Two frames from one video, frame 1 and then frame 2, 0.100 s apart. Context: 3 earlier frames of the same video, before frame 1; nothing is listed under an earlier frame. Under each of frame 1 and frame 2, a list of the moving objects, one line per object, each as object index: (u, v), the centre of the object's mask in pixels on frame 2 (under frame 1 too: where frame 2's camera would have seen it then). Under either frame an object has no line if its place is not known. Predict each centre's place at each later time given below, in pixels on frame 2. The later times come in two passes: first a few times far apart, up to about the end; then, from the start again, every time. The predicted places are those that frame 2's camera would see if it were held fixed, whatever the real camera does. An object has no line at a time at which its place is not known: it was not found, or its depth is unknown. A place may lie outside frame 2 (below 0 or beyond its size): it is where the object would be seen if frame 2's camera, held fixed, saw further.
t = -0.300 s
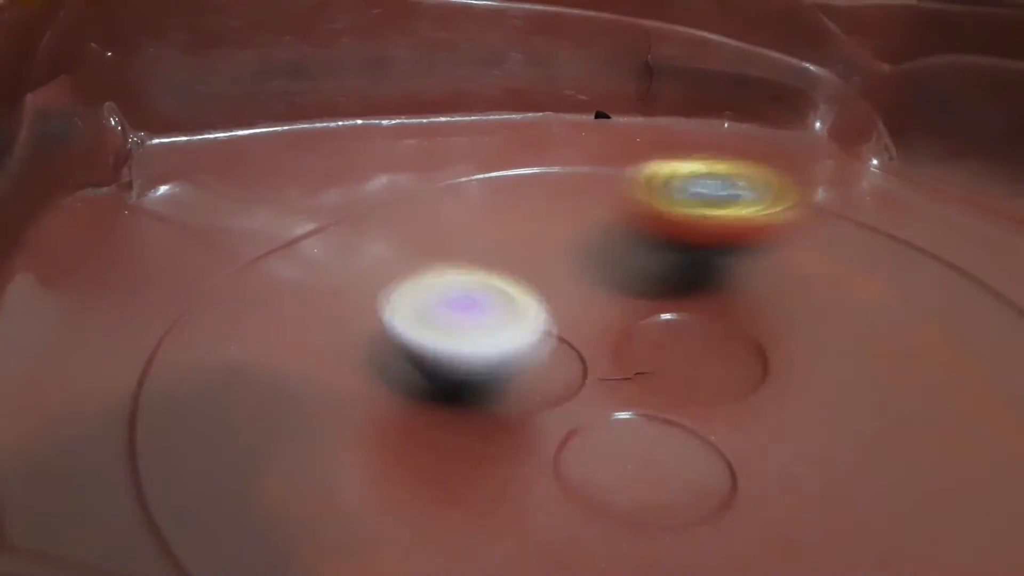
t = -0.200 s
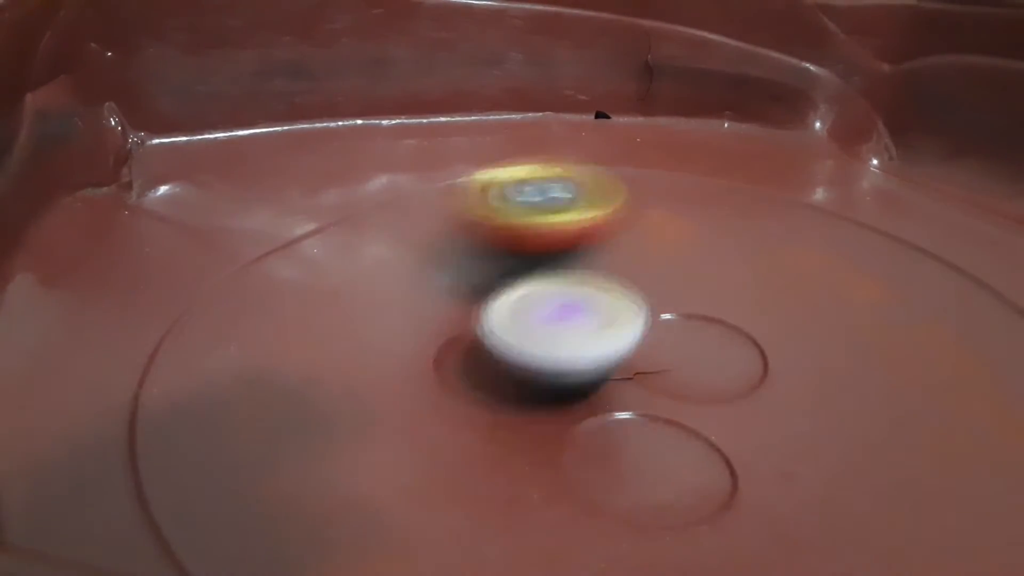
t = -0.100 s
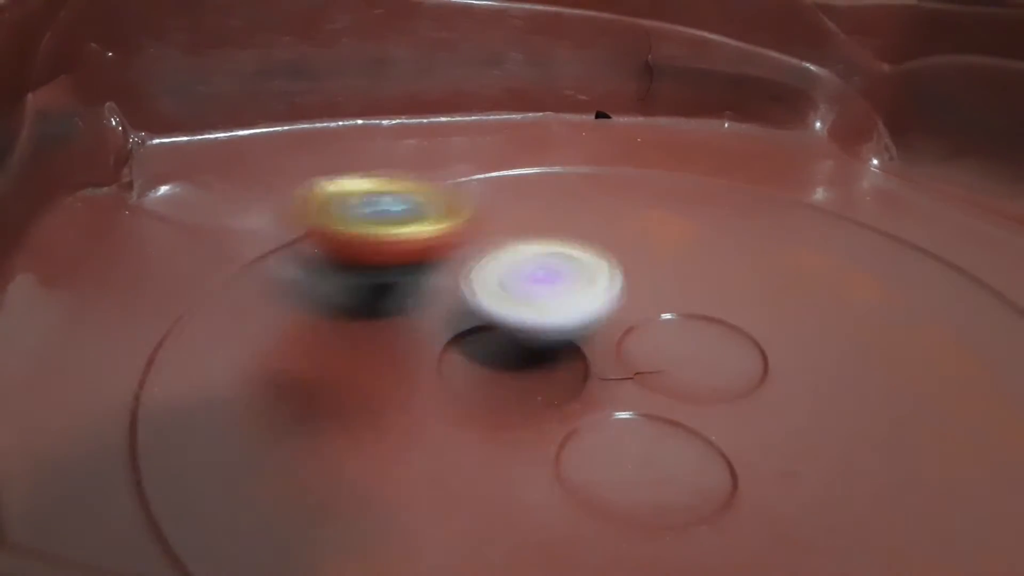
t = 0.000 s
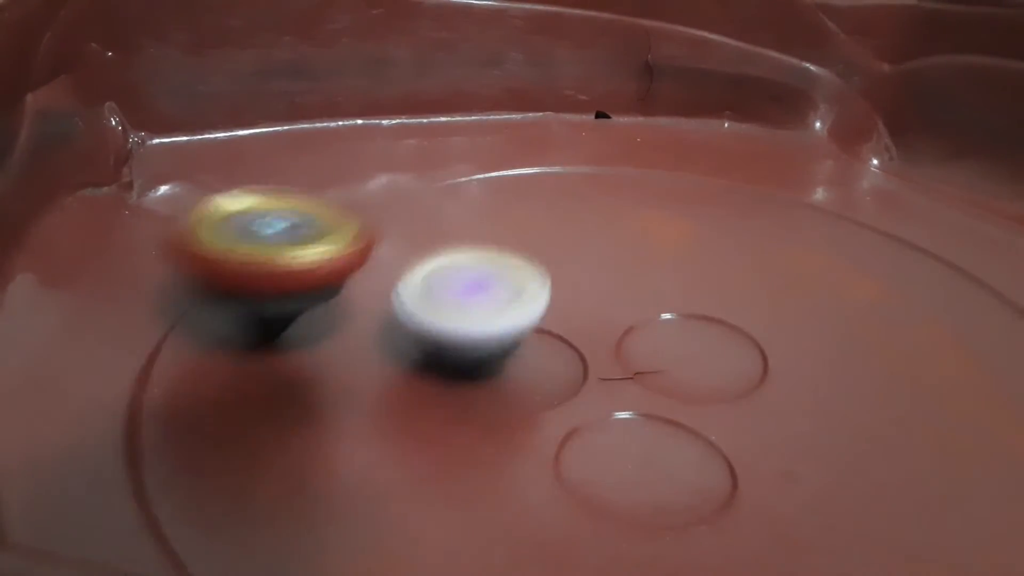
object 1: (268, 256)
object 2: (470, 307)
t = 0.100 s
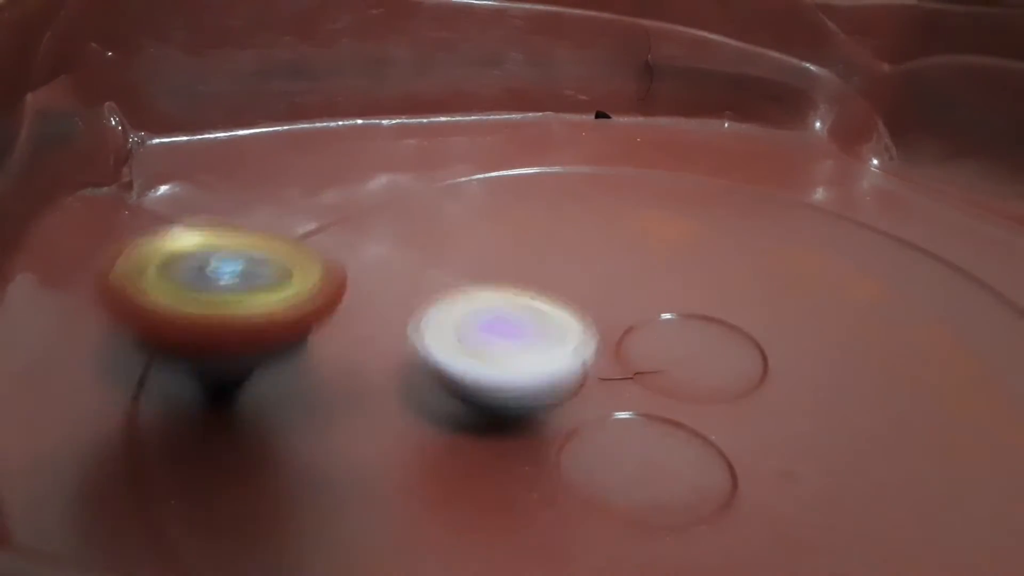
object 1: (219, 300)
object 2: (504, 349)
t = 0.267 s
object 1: (308, 411)
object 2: (603, 419)
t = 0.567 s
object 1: (684, 395)
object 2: (854, 299)
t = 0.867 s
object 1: (656, 421)
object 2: (671, 205)
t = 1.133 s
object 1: (677, 311)
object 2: (481, 311)
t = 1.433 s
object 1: (666, 276)
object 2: (694, 441)
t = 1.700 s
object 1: (700, 276)
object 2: (878, 405)
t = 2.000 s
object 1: (640, 267)
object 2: (887, 403)
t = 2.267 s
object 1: (698, 291)
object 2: (863, 434)
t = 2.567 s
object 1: (692, 276)
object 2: (636, 389)
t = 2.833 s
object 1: (728, 289)
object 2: (451, 383)
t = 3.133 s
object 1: (735, 311)
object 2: (481, 360)
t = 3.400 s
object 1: (716, 312)
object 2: (491, 269)
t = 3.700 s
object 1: (667, 293)
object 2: (469, 219)
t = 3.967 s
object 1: (699, 299)
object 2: (519, 284)
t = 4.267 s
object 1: (763, 291)
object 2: (500, 344)
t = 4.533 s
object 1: (727, 313)
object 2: (501, 324)
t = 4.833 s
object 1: (714, 316)
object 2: (517, 318)
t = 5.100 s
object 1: (663, 307)
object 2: (482, 320)
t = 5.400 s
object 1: (696, 275)
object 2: (512, 288)
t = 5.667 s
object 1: (754, 301)
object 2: (528, 339)
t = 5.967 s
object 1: (710, 311)
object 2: (425, 311)
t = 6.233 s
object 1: (651, 306)
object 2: (374, 299)
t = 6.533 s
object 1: (741, 296)
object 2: (529, 308)
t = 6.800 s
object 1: (718, 288)
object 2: (528, 307)
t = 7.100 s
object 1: (706, 315)
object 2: (488, 342)
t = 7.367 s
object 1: (678, 296)
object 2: (480, 329)
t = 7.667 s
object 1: (689, 277)
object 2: (506, 292)
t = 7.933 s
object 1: (713, 316)
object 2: (528, 298)
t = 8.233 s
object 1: (676, 291)
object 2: (512, 332)
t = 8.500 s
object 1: (766, 324)
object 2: (470, 319)
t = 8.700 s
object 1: (841, 347)
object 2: (487, 310)
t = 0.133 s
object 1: (217, 319)
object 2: (531, 361)
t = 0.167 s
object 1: (222, 340)
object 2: (551, 369)
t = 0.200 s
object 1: (237, 363)
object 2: (562, 378)
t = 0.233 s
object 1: (267, 387)
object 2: (576, 395)
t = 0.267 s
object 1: (308, 411)
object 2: (603, 419)
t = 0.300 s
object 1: (371, 433)
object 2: (645, 435)
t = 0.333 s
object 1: (426, 445)
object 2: (688, 438)
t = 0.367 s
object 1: (493, 445)
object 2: (731, 423)
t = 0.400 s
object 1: (554, 444)
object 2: (755, 402)
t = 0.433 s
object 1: (613, 437)
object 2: (780, 385)
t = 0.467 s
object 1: (651, 426)
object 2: (807, 365)
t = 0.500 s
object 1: (661, 422)
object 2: (829, 343)
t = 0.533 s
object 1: (672, 414)
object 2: (848, 321)
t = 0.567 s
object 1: (684, 395)
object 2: (854, 299)
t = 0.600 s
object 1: (691, 379)
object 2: (847, 280)
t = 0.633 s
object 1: (691, 357)
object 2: (835, 261)
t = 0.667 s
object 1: (679, 345)
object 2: (817, 245)
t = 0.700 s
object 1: (661, 340)
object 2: (796, 232)
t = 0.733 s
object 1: (635, 353)
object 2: (774, 220)
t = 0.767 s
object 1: (601, 366)
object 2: (749, 213)
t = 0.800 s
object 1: (590, 385)
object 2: (724, 207)
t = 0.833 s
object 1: (617, 411)
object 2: (698, 204)
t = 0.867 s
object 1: (656, 421)
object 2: (671, 205)
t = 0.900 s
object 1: (689, 423)
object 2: (644, 209)
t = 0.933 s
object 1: (717, 412)
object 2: (616, 215)
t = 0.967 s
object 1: (729, 395)
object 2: (589, 225)
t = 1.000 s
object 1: (727, 373)
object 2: (561, 237)
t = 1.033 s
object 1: (703, 343)
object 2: (537, 250)
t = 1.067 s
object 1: (685, 330)
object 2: (517, 264)
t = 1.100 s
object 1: (676, 316)
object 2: (499, 285)
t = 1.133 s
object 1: (677, 311)
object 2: (481, 311)
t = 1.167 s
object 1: (687, 303)
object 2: (478, 329)
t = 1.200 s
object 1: (699, 293)
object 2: (490, 343)
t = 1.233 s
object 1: (705, 283)
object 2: (513, 349)
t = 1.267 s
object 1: (704, 276)
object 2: (534, 363)
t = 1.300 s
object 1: (700, 271)
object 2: (551, 376)
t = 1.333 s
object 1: (695, 273)
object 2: (573, 400)
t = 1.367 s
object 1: (686, 275)
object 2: (609, 426)
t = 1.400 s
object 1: (675, 275)
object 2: (648, 443)
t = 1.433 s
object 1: (666, 276)
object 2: (694, 441)
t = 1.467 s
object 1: (660, 278)
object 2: (733, 429)
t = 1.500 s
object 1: (662, 283)
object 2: (766, 421)
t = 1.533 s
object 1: (668, 288)
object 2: (792, 413)
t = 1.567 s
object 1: (679, 292)
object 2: (813, 407)
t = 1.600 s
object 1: (689, 295)
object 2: (832, 402)
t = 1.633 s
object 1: (695, 290)
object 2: (850, 406)
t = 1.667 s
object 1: (699, 283)
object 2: (865, 407)
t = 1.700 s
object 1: (700, 276)
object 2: (878, 405)
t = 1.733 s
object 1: (695, 272)
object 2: (889, 402)
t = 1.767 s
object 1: (682, 270)
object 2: (895, 397)
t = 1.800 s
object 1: (668, 271)
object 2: (895, 392)
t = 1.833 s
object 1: (659, 277)
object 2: (887, 385)
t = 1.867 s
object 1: (658, 284)
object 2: (872, 379)
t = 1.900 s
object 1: (667, 295)
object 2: (855, 371)
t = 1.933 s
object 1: (660, 288)
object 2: (859, 379)
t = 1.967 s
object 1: (640, 275)
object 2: (878, 395)
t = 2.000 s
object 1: (640, 267)
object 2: (887, 403)
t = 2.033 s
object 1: (643, 263)
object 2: (891, 410)
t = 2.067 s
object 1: (647, 264)
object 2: (893, 416)
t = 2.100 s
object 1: (654, 269)
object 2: (895, 422)
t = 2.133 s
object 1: (669, 283)
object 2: (894, 426)
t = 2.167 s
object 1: (680, 288)
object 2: (889, 431)
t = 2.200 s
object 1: (689, 291)
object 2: (882, 434)
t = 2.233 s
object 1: (695, 292)
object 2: (875, 434)
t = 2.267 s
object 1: (698, 291)
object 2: (863, 434)
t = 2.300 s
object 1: (701, 289)
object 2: (850, 431)
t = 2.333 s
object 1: (701, 287)
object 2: (832, 429)
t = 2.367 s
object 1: (700, 285)
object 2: (813, 425)
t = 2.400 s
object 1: (699, 282)
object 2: (788, 421)
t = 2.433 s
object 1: (699, 279)
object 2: (764, 419)
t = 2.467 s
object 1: (698, 277)
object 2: (738, 414)
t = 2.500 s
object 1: (695, 277)
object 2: (704, 408)
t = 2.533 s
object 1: (692, 275)
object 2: (672, 396)
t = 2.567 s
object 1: (692, 276)
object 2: (636, 389)
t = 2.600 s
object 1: (694, 281)
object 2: (597, 386)
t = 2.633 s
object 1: (697, 284)
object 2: (572, 386)
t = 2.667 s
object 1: (705, 287)
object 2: (551, 390)
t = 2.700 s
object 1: (715, 290)
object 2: (526, 392)
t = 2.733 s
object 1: (723, 293)
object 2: (503, 389)
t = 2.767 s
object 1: (727, 293)
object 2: (481, 386)
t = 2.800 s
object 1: (730, 291)
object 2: (464, 384)
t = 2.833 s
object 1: (728, 289)
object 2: (451, 383)
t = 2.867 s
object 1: (722, 288)
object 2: (441, 384)
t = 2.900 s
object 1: (716, 290)
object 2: (437, 384)
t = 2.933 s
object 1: (712, 297)
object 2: (435, 385)
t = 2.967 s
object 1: (709, 303)
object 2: (437, 385)
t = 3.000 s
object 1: (709, 309)
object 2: (445, 384)
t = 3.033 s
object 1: (712, 313)
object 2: (453, 381)
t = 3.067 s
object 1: (718, 315)
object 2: (463, 376)
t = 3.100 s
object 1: (728, 315)
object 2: (473, 370)
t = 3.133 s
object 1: (735, 311)
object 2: (481, 360)
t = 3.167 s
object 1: (738, 308)
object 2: (487, 349)
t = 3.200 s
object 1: (732, 301)
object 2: (495, 341)
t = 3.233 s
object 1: (719, 298)
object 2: (512, 332)
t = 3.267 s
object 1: (704, 297)
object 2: (525, 317)
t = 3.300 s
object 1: (695, 295)
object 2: (523, 303)
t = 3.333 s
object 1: (702, 303)
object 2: (511, 285)
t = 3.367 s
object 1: (708, 308)
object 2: (500, 274)
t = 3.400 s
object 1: (716, 312)
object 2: (491, 269)
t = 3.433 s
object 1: (728, 313)
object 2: (486, 262)
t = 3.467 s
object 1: (740, 311)
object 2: (484, 256)
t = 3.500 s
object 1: (747, 305)
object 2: (485, 247)
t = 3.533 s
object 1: (745, 298)
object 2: (484, 240)
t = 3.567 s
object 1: (731, 291)
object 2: (482, 235)
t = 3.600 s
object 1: (714, 287)
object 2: (479, 229)
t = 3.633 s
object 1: (695, 286)
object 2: (476, 222)
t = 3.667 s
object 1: (678, 287)
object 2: (473, 220)
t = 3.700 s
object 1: (667, 293)
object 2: (469, 219)
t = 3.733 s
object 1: (660, 299)
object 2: (467, 218)
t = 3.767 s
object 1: (663, 306)
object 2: (466, 223)
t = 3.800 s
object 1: (677, 310)
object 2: (468, 229)
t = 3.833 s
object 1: (699, 316)
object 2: (472, 237)
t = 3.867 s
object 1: (716, 314)
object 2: (480, 245)
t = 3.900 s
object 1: (720, 310)
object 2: (490, 256)
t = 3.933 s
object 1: (714, 303)
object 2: (505, 266)
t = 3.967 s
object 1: (699, 299)
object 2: (519, 284)
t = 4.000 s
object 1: (694, 295)
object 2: (513, 299)
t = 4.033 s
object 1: (700, 294)
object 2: (505, 310)
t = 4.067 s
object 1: (699, 294)
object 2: (508, 321)
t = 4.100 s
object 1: (697, 295)
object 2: (518, 331)
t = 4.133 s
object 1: (696, 298)
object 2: (529, 336)
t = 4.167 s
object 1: (717, 298)
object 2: (518, 339)
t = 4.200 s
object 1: (739, 300)
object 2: (502, 345)
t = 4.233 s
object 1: (755, 298)
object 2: (497, 345)
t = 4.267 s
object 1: (763, 291)
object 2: (500, 344)
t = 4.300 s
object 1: (755, 289)
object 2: (506, 343)
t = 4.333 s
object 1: (741, 285)
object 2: (512, 342)
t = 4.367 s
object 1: (727, 284)
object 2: (517, 344)
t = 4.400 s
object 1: (720, 287)
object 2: (522, 343)
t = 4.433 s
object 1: (717, 293)
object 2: (524, 339)
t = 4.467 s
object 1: (717, 301)
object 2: (519, 334)
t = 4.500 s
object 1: (723, 309)
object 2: (512, 330)
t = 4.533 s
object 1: (727, 313)
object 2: (501, 324)
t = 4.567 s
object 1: (732, 315)
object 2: (489, 323)
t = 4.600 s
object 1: (731, 311)
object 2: (481, 322)
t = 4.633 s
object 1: (730, 309)
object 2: (477, 324)
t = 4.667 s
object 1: (725, 309)
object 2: (478, 330)
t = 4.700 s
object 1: (719, 311)
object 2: (487, 337)
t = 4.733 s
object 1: (712, 313)
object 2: (503, 336)
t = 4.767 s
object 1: (707, 316)
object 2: (516, 333)
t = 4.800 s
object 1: (706, 318)
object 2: (524, 326)
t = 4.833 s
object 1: (714, 316)
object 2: (517, 318)
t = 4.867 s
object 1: (727, 314)
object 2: (508, 306)
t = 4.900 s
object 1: (728, 309)
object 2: (498, 299)
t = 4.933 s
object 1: (720, 305)
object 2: (489, 295)
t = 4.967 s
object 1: (707, 302)
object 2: (480, 294)
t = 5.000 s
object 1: (694, 298)
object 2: (472, 297)
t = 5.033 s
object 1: (675, 299)
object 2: (467, 304)
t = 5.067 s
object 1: (664, 305)
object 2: (470, 312)
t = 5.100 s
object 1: (663, 307)
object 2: (482, 320)
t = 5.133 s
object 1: (675, 310)
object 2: (500, 323)
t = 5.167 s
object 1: (687, 311)
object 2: (517, 323)
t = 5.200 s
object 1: (702, 310)
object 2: (530, 317)
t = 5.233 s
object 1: (723, 304)
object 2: (540, 310)
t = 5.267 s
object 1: (729, 297)
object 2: (548, 300)
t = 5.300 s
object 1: (730, 292)
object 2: (550, 290)
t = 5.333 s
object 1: (722, 284)
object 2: (541, 283)
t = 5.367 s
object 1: (712, 277)
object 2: (525, 284)
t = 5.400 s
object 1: (696, 275)
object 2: (512, 288)
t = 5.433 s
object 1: (679, 273)
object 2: (505, 294)
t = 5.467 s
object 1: (670, 277)
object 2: (504, 303)
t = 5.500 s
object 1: (669, 282)
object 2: (501, 308)
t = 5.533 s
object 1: (685, 290)
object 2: (493, 313)
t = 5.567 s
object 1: (708, 300)
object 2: (493, 321)
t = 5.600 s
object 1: (723, 304)
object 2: (500, 330)
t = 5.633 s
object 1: (742, 304)
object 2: (512, 337)
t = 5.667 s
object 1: (754, 301)
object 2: (528, 339)
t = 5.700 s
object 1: (749, 297)
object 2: (543, 337)
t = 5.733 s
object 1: (735, 291)
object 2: (555, 330)
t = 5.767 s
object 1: (745, 287)
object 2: (537, 322)
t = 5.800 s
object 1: (749, 285)
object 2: (494, 319)
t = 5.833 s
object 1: (741, 286)
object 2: (463, 314)
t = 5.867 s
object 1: (729, 289)
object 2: (448, 313)
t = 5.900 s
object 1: (720, 295)
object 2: (443, 312)
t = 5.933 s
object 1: (712, 304)
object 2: (436, 311)
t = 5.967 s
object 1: (710, 311)
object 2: (425, 311)
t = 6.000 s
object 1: (709, 317)
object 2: (414, 307)
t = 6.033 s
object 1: (703, 321)
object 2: (400, 305)
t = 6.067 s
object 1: (689, 322)
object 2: (386, 305)
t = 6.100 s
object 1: (679, 308)
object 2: (377, 300)
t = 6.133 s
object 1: (669, 311)
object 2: (371, 299)
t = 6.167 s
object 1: (660, 308)
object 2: (365, 298)
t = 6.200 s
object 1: (653, 305)
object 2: (366, 298)
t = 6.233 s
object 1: (651, 306)
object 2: (374, 299)
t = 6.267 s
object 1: (664, 305)
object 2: (384, 301)
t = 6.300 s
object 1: (677, 306)
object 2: (397, 301)
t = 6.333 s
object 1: (694, 306)
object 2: (411, 302)
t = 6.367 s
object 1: (707, 312)
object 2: (429, 302)
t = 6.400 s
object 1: (723, 308)
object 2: (447, 302)
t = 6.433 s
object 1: (732, 308)
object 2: (469, 308)
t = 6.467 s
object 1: (738, 303)
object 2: (491, 312)
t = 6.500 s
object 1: (742, 302)
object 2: (511, 313)
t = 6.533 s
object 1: (741, 296)
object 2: (529, 308)
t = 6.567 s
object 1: (740, 288)
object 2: (549, 302)
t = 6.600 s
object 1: (739, 282)
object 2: (561, 291)
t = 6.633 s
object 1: (735, 278)
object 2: (560, 286)
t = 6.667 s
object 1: (733, 276)
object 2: (552, 286)
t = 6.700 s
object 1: (729, 278)
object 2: (538, 291)
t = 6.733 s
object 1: (722, 279)
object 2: (525, 296)
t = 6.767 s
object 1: (718, 284)
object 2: (523, 303)
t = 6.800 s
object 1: (718, 288)
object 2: (528, 307)
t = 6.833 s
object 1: (718, 294)
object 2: (540, 314)
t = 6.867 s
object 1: (727, 299)
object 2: (544, 320)
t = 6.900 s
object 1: (739, 306)
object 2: (543, 324)
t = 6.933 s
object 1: (733, 309)
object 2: (545, 328)
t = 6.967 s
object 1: (718, 312)
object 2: (547, 330)
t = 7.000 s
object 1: (710, 308)
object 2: (532, 333)
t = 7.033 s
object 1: (712, 311)
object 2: (511, 335)
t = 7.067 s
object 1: (710, 313)
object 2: (496, 341)
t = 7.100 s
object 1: (706, 315)
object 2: (488, 342)
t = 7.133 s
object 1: (697, 317)
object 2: (491, 343)
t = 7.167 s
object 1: (689, 317)
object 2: (493, 342)
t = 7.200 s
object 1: (683, 317)
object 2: (495, 341)
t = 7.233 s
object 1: (680, 316)
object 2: (492, 339)
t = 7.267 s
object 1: (677, 309)
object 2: (487, 336)
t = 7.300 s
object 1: (674, 305)
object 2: (483, 335)
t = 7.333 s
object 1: (675, 302)
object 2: (480, 333)
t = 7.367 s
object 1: (678, 296)
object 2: (480, 329)
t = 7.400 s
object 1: (678, 290)
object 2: (484, 326)
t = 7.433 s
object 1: (675, 285)
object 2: (487, 325)
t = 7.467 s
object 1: (677, 279)
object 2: (490, 319)
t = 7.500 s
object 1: (679, 273)
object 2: (494, 316)
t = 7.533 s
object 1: (681, 266)
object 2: (499, 310)
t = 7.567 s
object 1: (683, 266)
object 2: (502, 305)
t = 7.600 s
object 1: (682, 269)
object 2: (504, 299)
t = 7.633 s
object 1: (686, 273)
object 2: (506, 296)
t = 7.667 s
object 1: (689, 277)
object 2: (506, 292)
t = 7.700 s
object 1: (693, 280)
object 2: (507, 290)
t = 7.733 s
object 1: (697, 286)
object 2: (504, 290)
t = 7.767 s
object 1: (701, 293)
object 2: (507, 293)
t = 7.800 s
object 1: (705, 301)
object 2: (512, 296)
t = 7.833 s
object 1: (705, 308)
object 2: (521, 297)
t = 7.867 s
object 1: (705, 312)
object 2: (525, 299)
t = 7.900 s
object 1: (713, 316)
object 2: (530, 298)
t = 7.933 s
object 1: (713, 316)
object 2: (528, 298)
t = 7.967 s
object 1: (704, 321)
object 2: (525, 297)
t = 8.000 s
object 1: (704, 316)
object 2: (516, 298)
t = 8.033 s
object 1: (703, 314)
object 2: (507, 301)
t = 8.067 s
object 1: (701, 314)
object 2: (504, 305)
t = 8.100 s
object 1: (695, 313)
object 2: (499, 310)
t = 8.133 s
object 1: (689, 311)
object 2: (499, 316)
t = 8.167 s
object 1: (686, 309)
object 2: (501, 323)
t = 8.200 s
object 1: (683, 299)
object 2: (504, 327)
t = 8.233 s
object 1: (676, 291)
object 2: (512, 332)
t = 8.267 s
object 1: (673, 289)
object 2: (521, 335)
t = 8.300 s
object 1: (681, 284)
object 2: (527, 337)
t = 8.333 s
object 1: (693, 286)
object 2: (531, 335)
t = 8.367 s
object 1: (699, 290)
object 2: (535, 331)
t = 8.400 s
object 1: (710, 294)
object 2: (533, 327)
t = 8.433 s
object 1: (729, 312)
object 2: (504, 321)
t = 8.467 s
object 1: (746, 319)
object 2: (483, 320)
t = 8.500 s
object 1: (766, 324)
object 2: (470, 319)
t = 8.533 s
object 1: (787, 332)
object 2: (465, 319)
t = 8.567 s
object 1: (799, 337)
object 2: (474, 321)
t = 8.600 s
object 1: (814, 340)
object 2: (482, 321)
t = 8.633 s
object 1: (824, 344)
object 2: (488, 319)
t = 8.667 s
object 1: (834, 344)
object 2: (489, 315)
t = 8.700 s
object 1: (841, 347)
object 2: (487, 310)
